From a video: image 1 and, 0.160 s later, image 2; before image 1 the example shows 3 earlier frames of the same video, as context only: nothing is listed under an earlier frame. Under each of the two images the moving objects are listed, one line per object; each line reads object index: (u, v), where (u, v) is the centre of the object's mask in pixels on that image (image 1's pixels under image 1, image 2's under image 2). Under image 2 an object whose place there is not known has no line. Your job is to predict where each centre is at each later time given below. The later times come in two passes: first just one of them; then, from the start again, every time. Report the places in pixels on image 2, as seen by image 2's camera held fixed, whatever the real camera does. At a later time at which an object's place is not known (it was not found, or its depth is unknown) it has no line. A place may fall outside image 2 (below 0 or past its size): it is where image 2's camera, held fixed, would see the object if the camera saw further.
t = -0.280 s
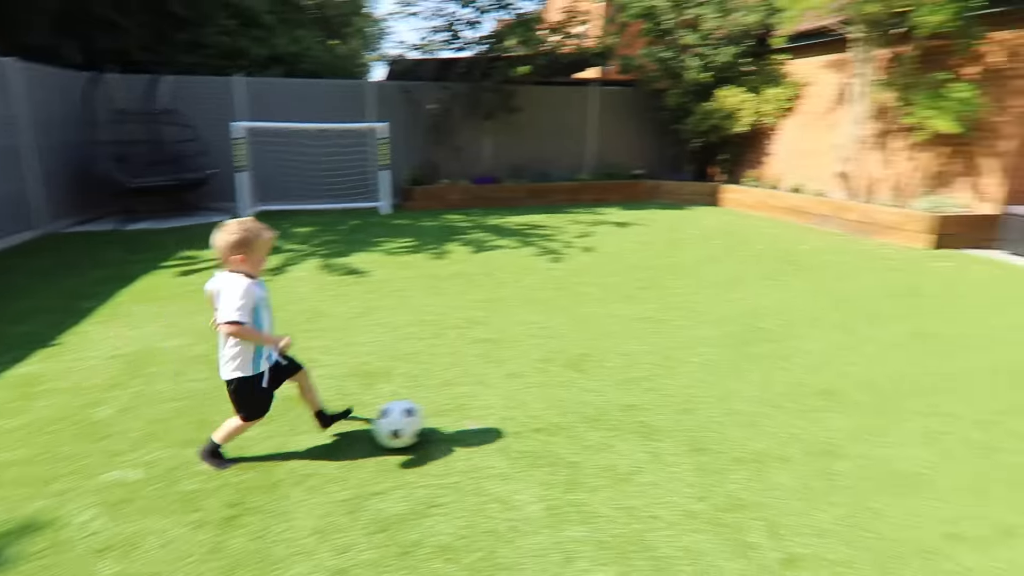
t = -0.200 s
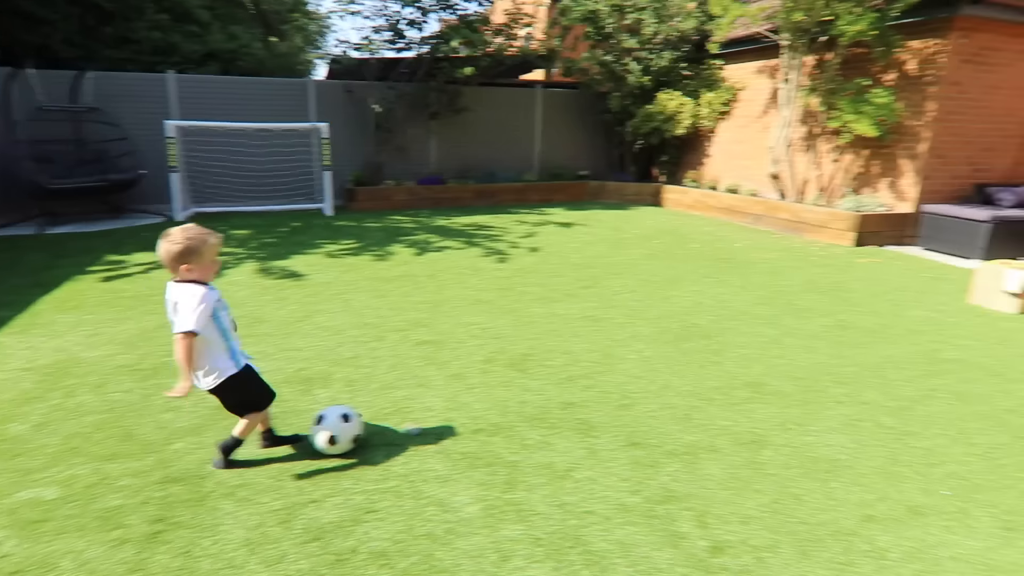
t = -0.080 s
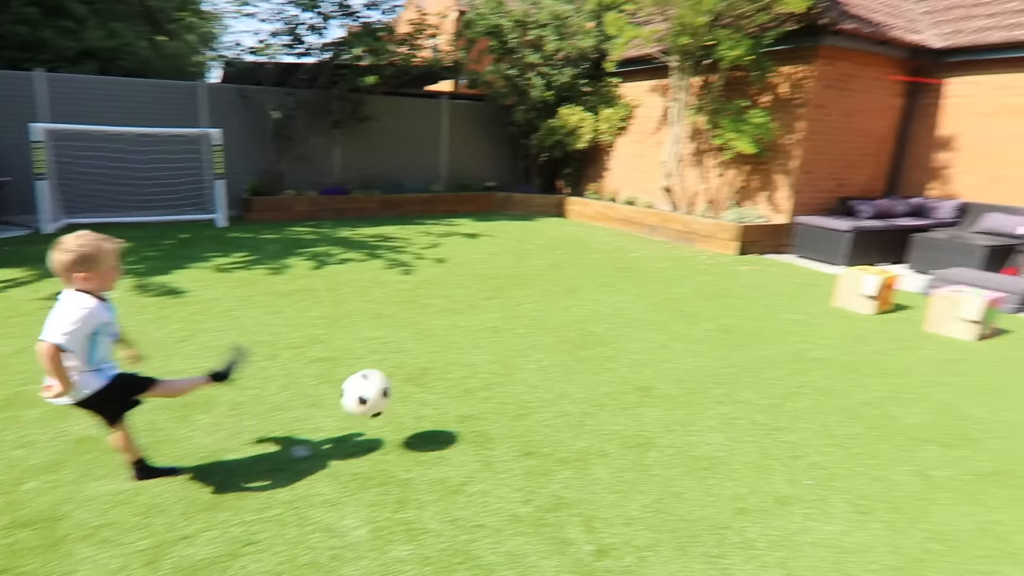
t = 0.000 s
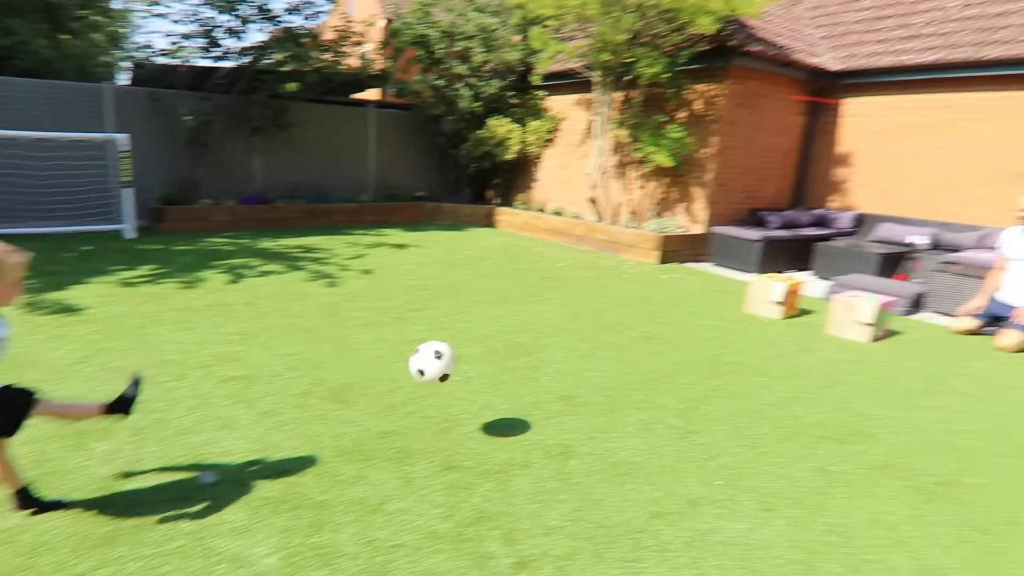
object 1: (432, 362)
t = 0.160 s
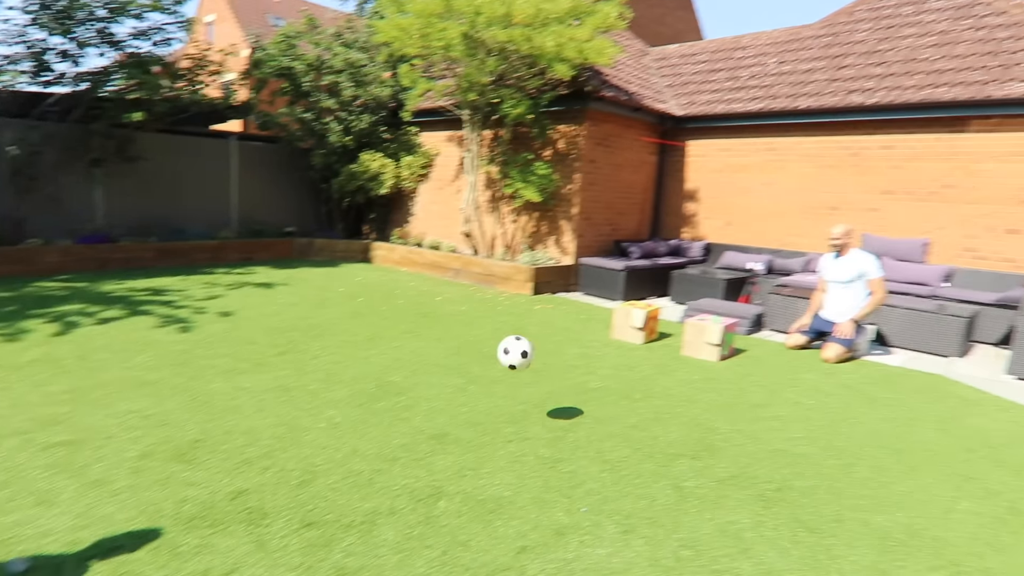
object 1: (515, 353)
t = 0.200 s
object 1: (553, 350)
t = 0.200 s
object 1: (553, 350)
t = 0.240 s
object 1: (586, 349)
